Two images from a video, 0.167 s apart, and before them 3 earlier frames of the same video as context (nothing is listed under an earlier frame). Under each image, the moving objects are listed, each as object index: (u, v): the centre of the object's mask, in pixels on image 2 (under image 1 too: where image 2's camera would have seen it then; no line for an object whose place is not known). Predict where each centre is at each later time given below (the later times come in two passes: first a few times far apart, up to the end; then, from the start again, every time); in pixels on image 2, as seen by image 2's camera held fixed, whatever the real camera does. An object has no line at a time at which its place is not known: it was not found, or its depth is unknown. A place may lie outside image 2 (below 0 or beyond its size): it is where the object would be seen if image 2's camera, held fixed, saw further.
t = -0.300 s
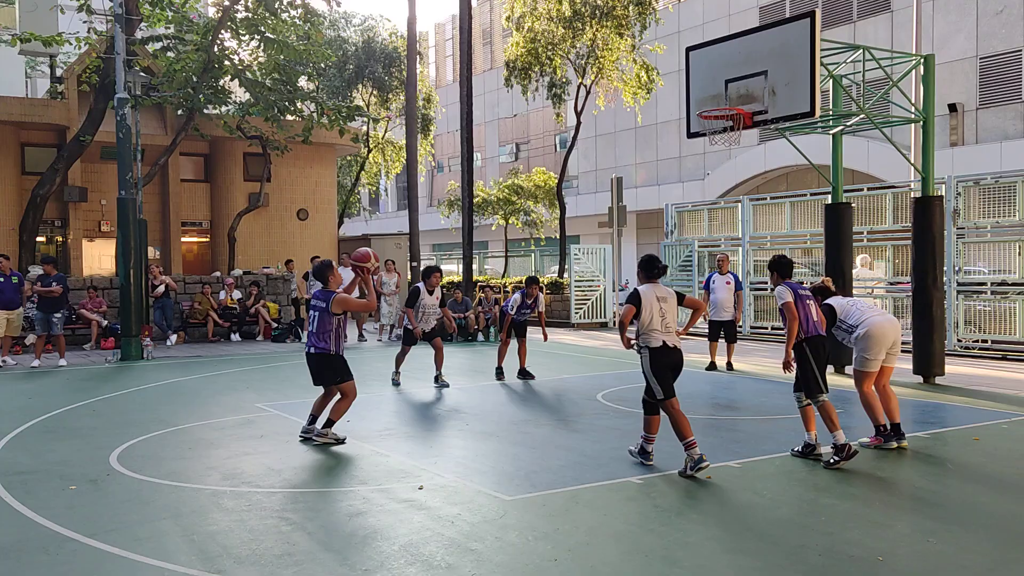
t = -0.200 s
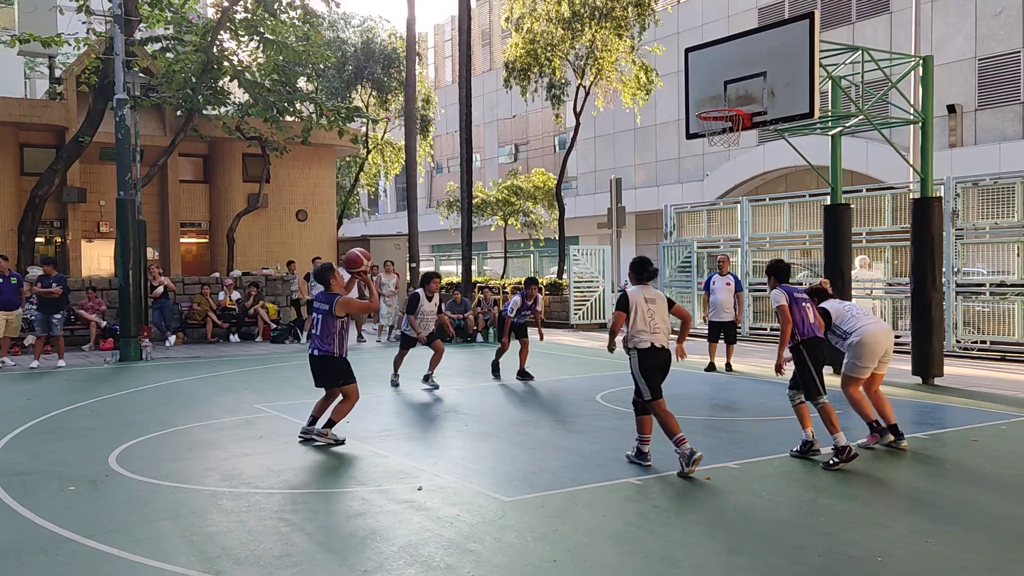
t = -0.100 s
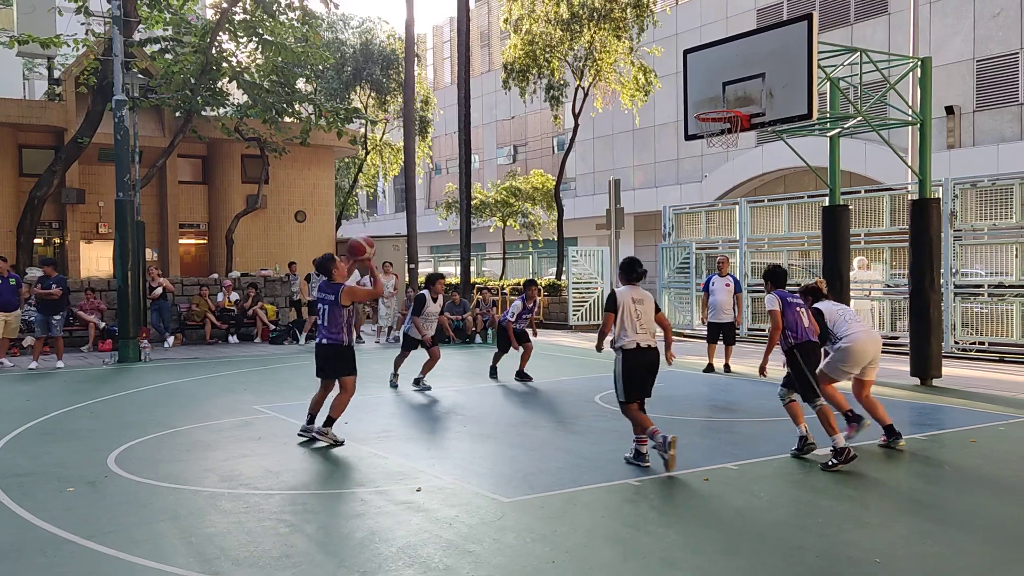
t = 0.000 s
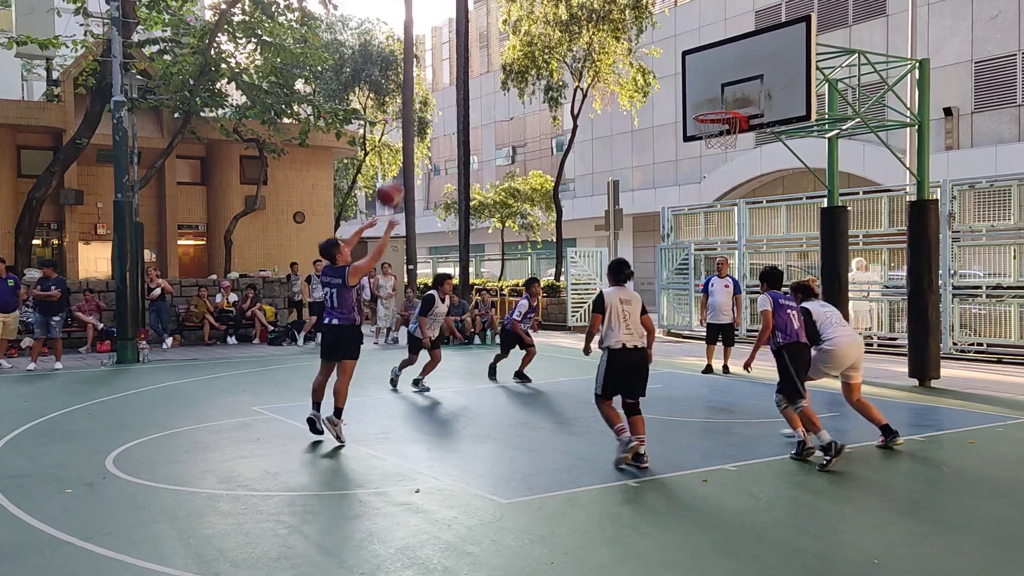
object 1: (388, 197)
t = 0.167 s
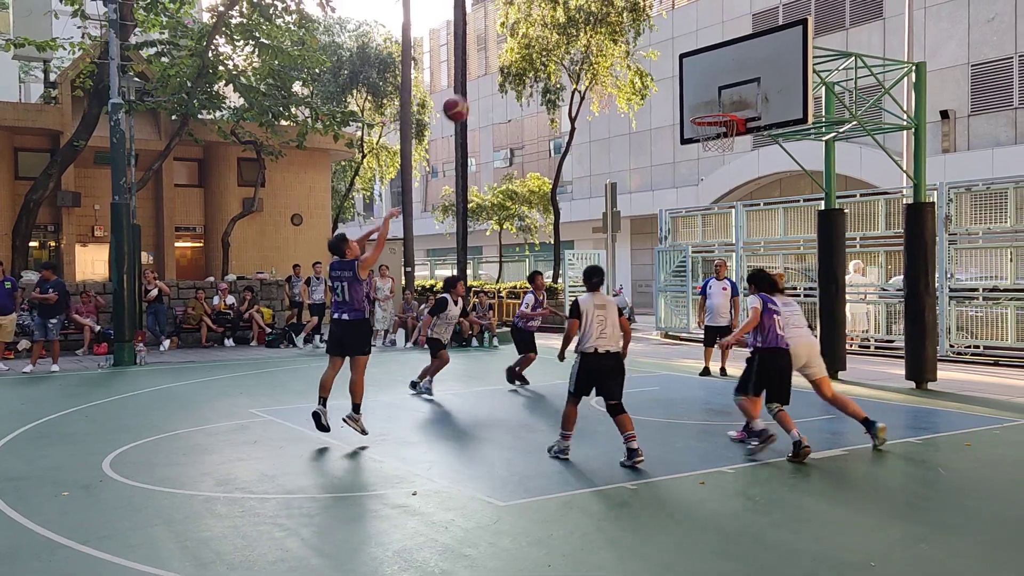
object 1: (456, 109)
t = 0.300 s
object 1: (505, 64)
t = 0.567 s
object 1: (595, 34)
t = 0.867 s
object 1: (684, 83)
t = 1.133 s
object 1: (738, 70)
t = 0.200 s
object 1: (468, 95)
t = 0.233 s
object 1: (481, 84)
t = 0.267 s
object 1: (493, 74)
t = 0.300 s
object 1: (505, 64)
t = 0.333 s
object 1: (518, 56)
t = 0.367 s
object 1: (529, 50)
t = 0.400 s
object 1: (541, 44)
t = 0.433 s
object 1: (552, 40)
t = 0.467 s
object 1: (563, 36)
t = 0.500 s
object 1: (574, 34)
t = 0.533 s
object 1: (585, 34)
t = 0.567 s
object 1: (595, 34)
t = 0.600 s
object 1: (605, 35)
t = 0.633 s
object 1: (616, 38)
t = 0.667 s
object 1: (626, 41)
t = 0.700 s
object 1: (637, 46)
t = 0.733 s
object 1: (647, 52)
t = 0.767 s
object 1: (655, 58)
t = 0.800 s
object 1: (665, 66)
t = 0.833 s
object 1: (675, 74)
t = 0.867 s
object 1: (684, 83)
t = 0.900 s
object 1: (692, 92)
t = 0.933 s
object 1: (701, 104)
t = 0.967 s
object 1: (708, 109)
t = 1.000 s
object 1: (714, 102)
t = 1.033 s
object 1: (720, 92)
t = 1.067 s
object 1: (726, 84)
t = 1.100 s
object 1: (732, 76)
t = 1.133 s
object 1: (738, 70)
